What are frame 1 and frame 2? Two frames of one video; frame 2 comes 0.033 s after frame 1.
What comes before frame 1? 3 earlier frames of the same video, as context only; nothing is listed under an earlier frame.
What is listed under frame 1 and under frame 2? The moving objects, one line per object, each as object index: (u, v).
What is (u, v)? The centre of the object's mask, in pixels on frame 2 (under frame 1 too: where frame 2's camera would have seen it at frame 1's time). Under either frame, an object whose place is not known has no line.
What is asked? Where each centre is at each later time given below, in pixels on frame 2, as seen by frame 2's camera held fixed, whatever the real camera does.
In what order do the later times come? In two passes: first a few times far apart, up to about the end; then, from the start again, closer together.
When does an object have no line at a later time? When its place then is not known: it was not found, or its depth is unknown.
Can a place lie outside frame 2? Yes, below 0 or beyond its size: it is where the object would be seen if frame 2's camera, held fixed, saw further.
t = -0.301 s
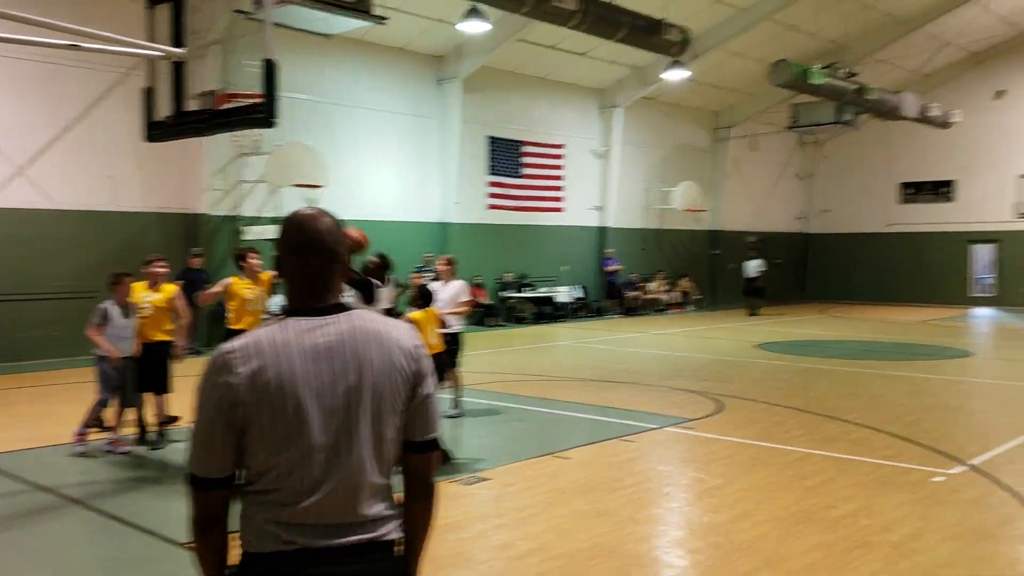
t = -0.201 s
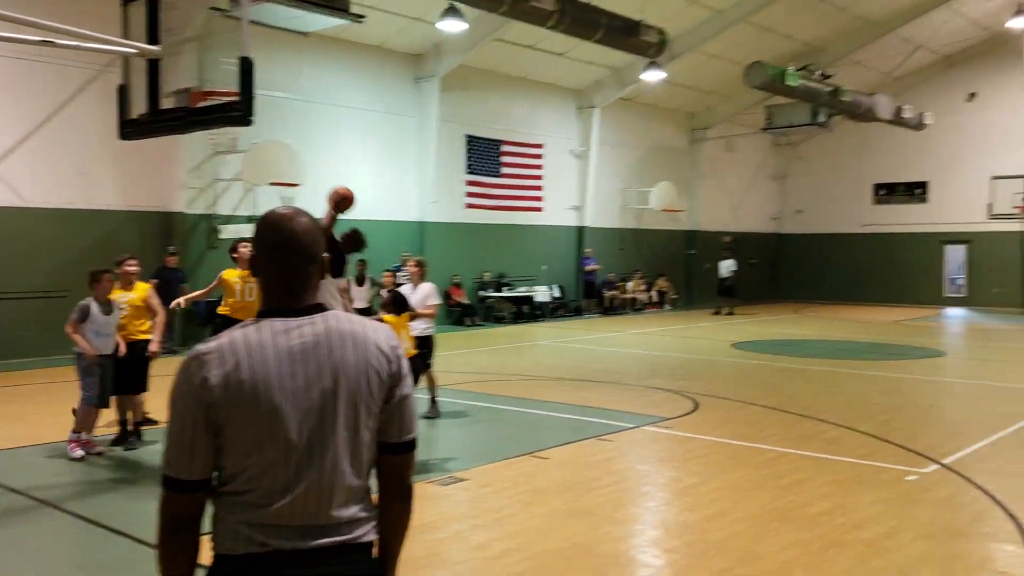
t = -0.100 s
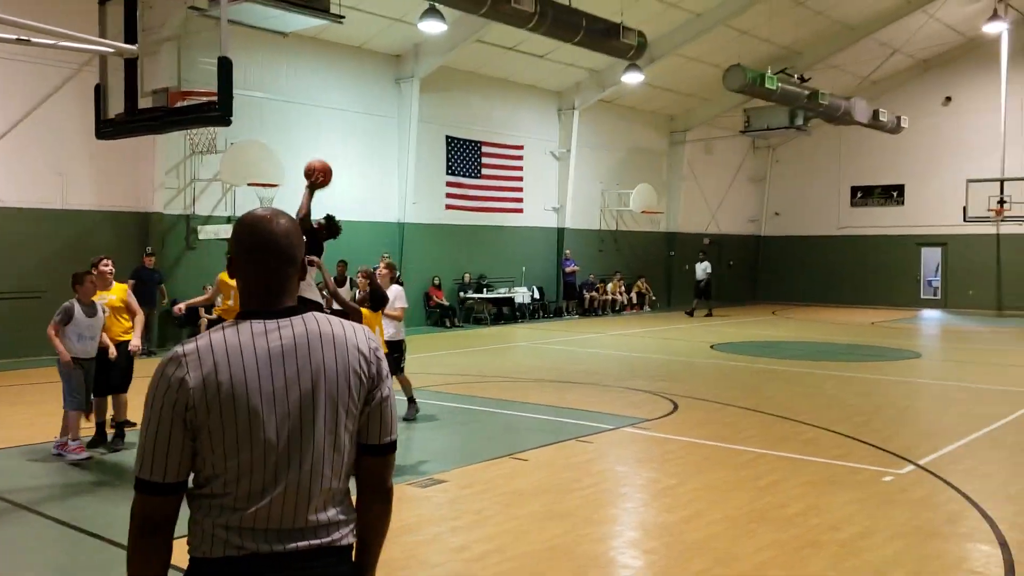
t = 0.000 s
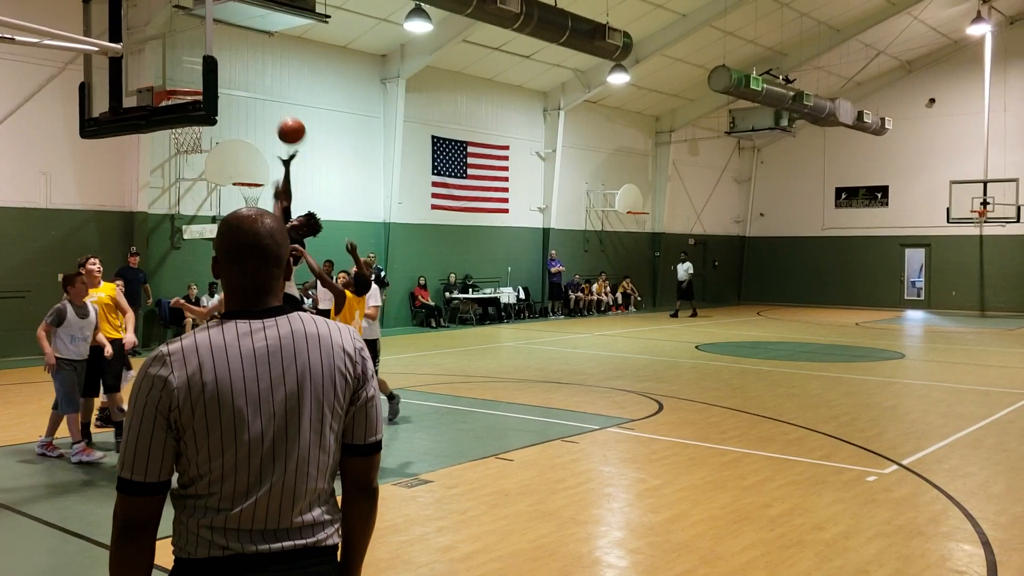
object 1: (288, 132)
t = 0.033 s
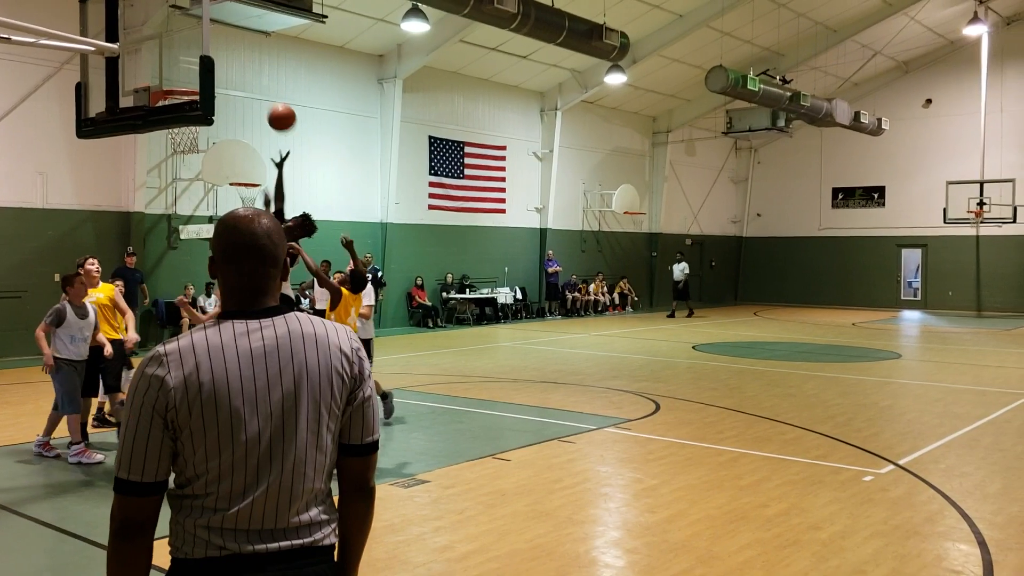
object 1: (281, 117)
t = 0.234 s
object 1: (242, 62)
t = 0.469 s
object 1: (191, 55)
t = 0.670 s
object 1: (180, 74)
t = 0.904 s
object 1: (193, 88)
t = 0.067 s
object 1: (275, 105)
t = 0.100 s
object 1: (268, 94)
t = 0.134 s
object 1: (262, 84)
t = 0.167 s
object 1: (256, 75)
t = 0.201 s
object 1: (249, 68)
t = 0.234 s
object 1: (242, 62)
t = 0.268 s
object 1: (236, 57)
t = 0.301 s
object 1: (229, 54)
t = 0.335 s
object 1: (223, 51)
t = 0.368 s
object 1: (219, 50)
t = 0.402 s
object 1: (209, 49)
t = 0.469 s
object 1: (191, 55)
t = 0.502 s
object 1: (186, 60)
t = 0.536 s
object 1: (180, 66)
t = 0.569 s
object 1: (175, 73)
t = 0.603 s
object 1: (170, 74)
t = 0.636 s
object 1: (175, 74)
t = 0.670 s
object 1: (180, 74)
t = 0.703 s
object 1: (184, 75)
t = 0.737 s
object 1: (186, 75)
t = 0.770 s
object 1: (188, 76)
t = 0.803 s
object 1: (189, 78)
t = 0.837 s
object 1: (190, 80)
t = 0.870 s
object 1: (192, 84)
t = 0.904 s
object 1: (193, 88)
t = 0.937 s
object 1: (194, 91)
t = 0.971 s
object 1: (195, 94)
